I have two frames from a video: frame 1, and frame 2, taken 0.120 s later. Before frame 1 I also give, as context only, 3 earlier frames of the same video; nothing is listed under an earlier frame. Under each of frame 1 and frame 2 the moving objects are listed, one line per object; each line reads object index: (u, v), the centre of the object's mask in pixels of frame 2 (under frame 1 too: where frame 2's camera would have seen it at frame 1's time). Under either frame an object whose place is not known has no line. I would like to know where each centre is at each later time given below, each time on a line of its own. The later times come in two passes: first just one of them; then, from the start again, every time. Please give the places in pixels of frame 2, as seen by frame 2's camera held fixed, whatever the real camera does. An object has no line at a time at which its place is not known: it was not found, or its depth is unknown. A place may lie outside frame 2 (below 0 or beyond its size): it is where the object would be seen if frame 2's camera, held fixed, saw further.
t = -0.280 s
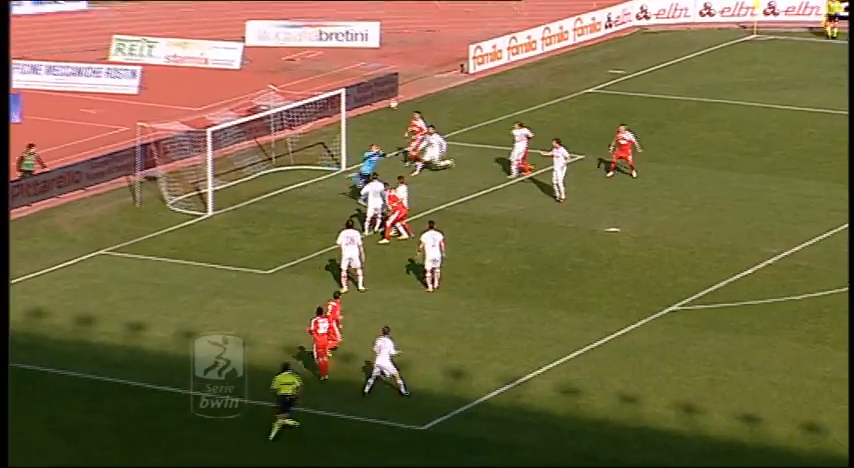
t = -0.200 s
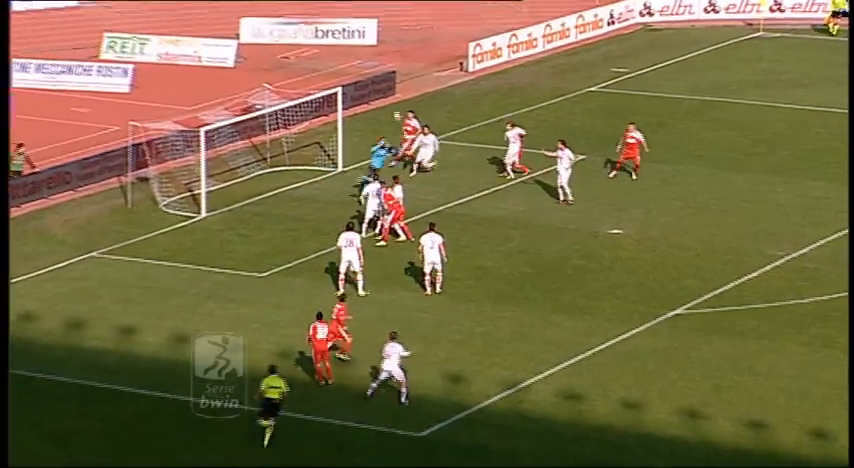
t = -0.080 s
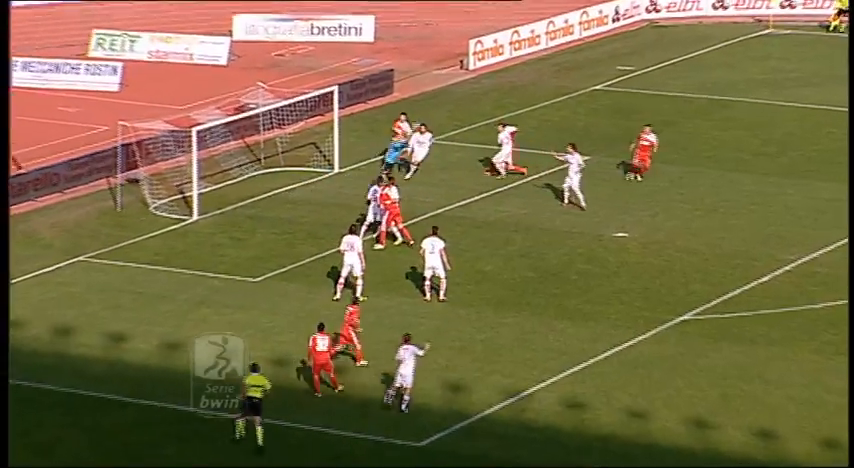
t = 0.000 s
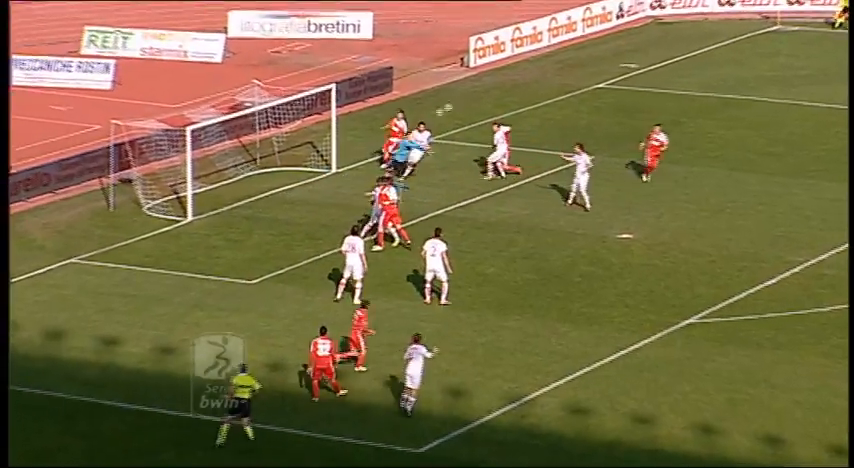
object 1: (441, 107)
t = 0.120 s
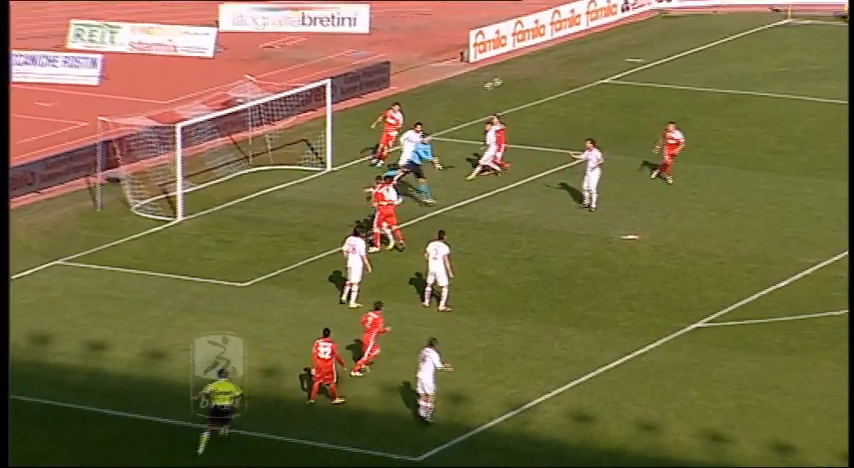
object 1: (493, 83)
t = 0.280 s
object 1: (557, 62)
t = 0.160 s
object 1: (511, 76)
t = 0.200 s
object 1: (526, 71)
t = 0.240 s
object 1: (542, 66)
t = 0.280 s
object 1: (557, 62)
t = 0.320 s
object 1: (575, 59)
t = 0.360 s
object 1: (589, 56)
